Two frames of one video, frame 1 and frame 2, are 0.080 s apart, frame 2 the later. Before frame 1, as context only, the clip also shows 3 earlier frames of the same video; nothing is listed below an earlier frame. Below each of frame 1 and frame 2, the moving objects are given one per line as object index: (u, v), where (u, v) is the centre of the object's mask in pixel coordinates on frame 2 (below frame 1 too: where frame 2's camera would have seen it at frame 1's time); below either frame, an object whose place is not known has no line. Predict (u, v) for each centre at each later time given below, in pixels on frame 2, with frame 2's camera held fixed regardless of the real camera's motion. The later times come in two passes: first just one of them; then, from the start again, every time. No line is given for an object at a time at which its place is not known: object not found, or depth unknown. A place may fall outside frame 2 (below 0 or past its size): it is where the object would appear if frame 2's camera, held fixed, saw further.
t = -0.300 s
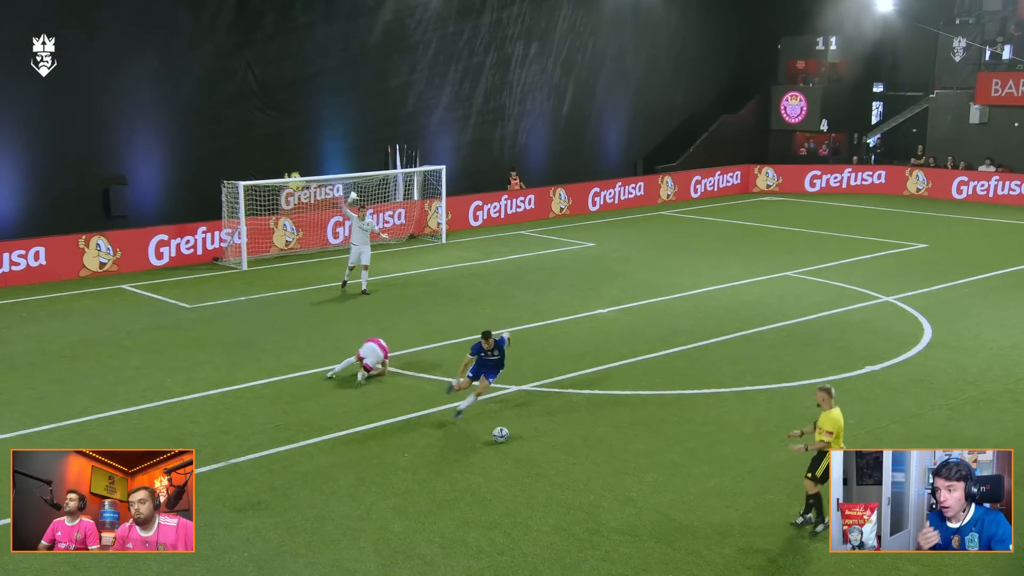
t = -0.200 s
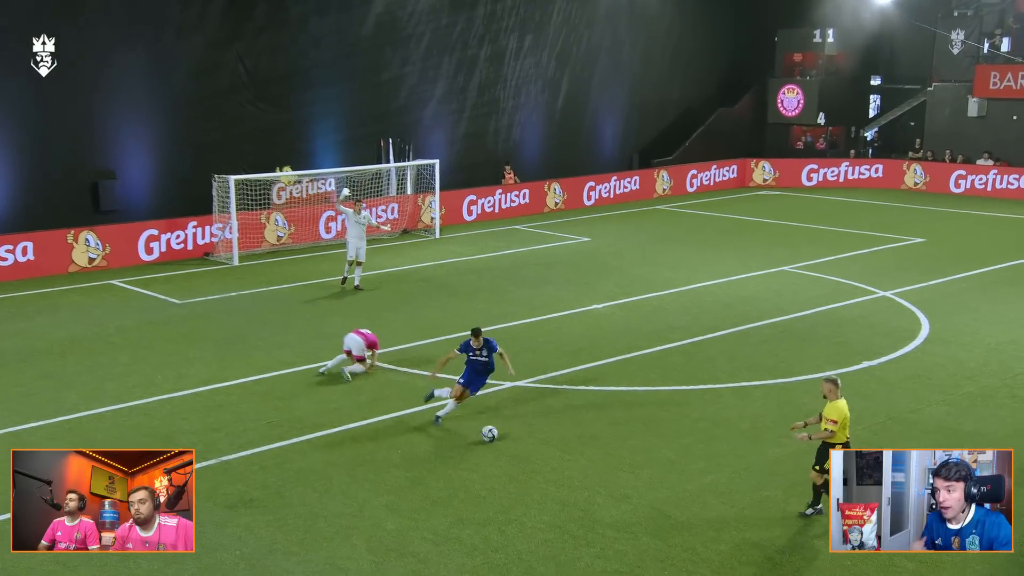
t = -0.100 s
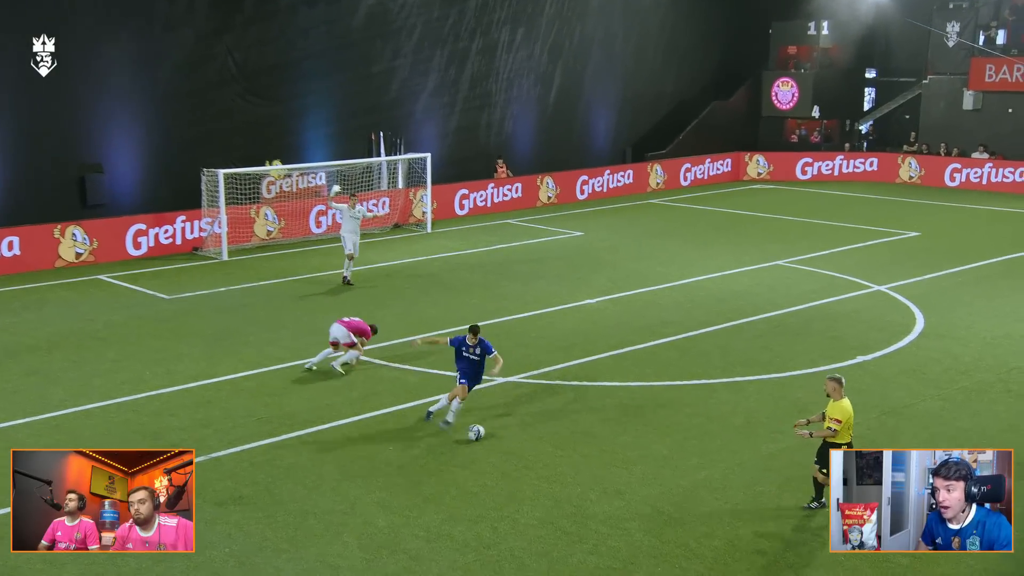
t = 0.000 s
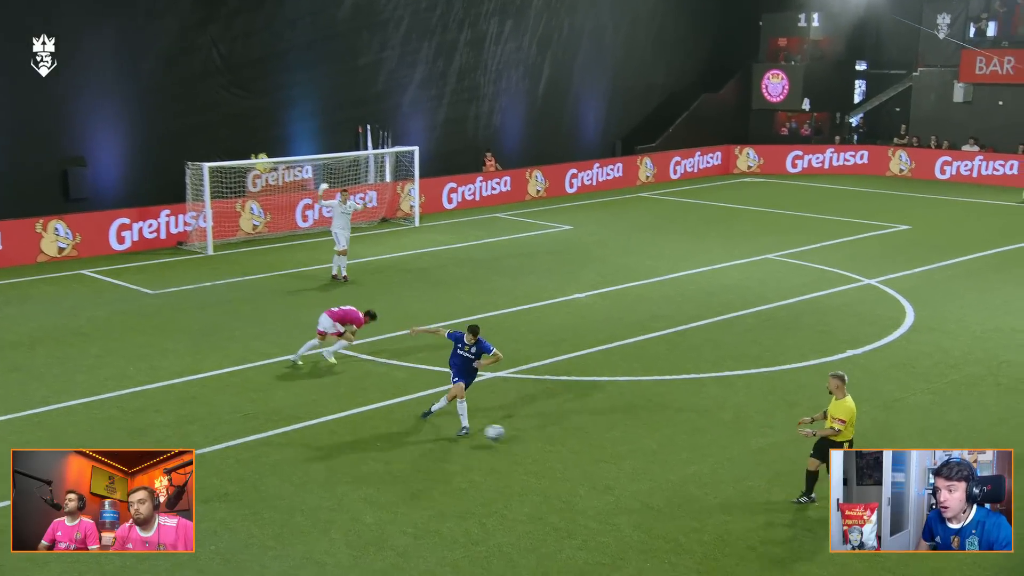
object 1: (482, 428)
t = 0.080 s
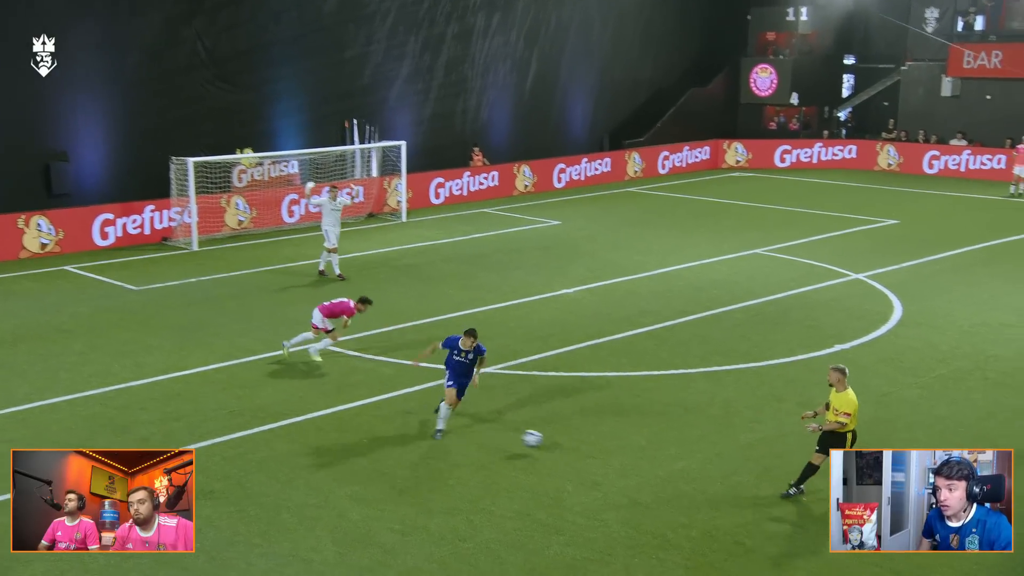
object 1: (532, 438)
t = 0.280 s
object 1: (660, 475)
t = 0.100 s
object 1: (545, 442)
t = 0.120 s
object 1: (558, 446)
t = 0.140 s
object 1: (571, 450)
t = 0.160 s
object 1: (584, 454)
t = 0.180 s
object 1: (598, 459)
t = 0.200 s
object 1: (612, 465)
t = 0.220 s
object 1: (625, 470)
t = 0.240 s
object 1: (637, 471)
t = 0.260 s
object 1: (648, 474)
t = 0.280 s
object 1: (660, 475)
